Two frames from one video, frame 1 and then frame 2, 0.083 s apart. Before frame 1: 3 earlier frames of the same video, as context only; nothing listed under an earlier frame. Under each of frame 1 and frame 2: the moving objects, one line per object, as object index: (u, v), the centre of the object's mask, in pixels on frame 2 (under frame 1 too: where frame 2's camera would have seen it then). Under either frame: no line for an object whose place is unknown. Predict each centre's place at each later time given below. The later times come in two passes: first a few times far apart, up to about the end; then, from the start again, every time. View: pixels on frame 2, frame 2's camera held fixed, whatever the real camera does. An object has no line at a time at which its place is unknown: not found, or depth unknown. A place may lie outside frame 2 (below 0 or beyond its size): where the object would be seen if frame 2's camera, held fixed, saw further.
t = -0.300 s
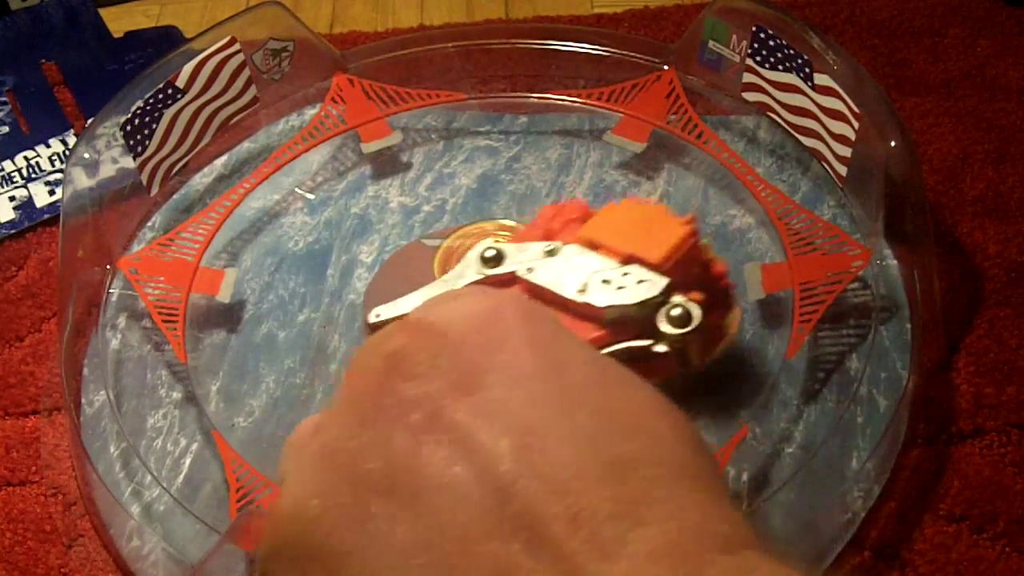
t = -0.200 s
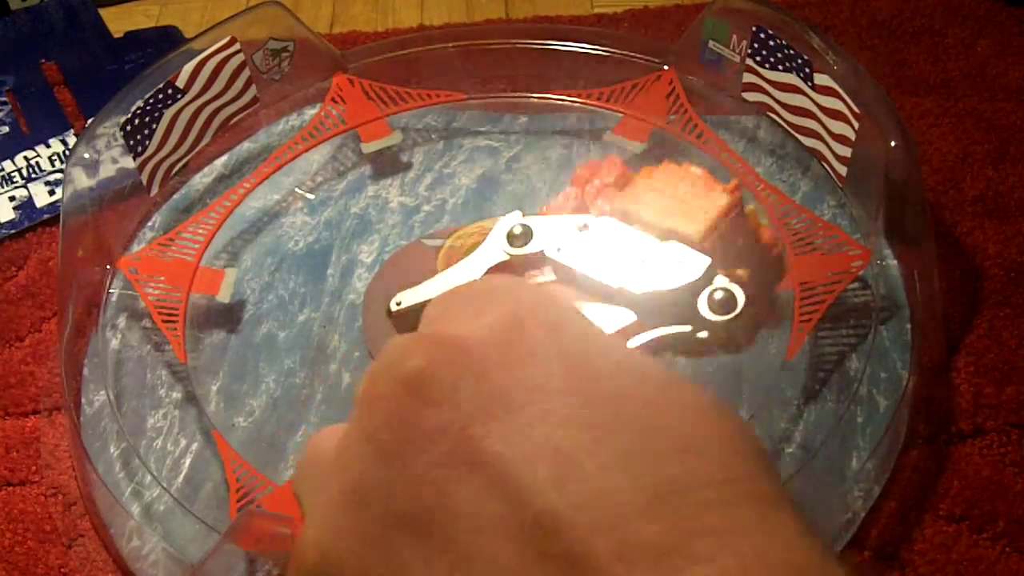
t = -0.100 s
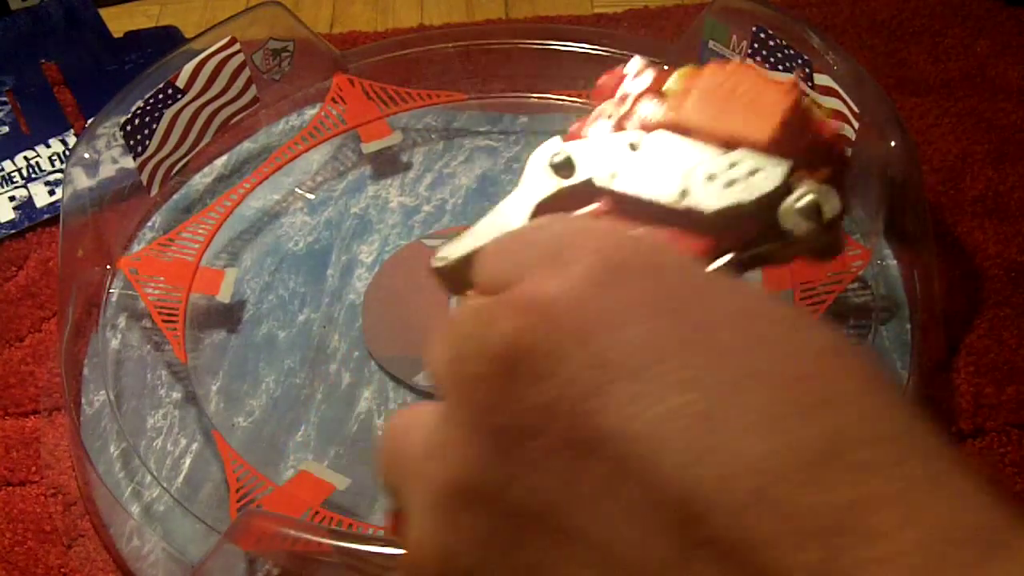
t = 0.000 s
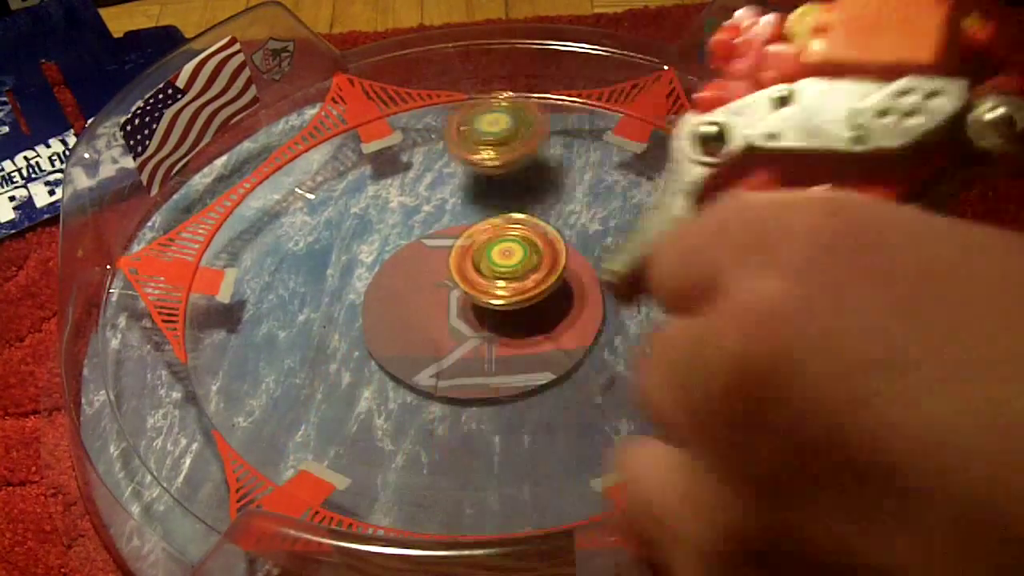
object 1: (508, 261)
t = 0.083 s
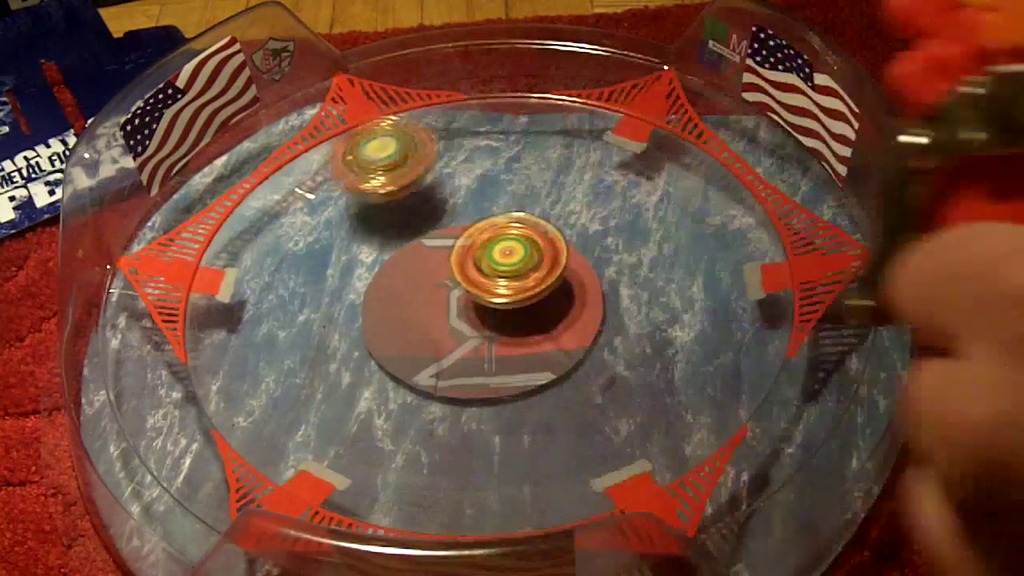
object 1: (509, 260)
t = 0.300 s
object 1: (508, 262)
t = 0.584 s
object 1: (510, 269)
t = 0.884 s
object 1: (515, 277)
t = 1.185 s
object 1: (514, 285)
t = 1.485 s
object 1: (507, 288)
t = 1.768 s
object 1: (496, 292)
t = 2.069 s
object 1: (489, 293)
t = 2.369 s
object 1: (484, 291)
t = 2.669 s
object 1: (479, 286)
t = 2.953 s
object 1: (476, 280)
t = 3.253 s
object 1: (478, 273)
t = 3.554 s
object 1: (482, 270)
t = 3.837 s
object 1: (485, 270)
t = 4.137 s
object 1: (492, 272)
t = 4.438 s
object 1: (494, 276)
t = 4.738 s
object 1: (497, 281)
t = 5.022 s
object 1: (496, 285)
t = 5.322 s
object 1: (494, 287)
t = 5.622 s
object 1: (487, 288)
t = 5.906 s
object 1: (483, 286)
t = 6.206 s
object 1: (480, 283)
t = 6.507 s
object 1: (478, 278)
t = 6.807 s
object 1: (480, 274)
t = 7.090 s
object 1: (482, 273)
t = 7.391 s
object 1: (299, 257)
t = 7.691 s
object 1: (377, 290)
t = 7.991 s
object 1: (390, 360)
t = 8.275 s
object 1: (428, 352)
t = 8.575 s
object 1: (455, 263)
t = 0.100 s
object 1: (509, 260)
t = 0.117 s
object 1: (509, 260)
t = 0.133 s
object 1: (509, 260)
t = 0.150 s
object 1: (509, 260)
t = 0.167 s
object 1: (509, 260)
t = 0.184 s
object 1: (509, 260)
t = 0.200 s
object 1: (509, 260)
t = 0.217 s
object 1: (509, 261)
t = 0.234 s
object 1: (508, 261)
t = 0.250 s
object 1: (509, 261)
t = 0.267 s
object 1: (509, 261)
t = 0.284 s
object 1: (508, 262)
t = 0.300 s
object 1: (508, 262)
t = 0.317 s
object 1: (508, 262)
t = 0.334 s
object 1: (508, 263)
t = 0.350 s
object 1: (508, 263)
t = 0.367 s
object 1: (508, 263)
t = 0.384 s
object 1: (508, 263)
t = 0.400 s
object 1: (508, 264)
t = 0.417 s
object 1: (508, 264)
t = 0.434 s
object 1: (508, 264)
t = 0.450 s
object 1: (508, 265)
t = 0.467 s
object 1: (508, 265)
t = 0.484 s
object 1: (508, 266)
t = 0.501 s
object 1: (508, 266)
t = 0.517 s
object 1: (509, 267)
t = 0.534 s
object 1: (508, 267)
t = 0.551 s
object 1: (509, 267)
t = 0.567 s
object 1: (510, 268)
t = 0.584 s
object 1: (510, 269)
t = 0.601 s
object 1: (510, 269)
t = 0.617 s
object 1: (511, 269)
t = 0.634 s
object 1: (512, 270)
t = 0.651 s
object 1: (512, 270)
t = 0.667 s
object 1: (512, 271)
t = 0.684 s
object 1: (513, 271)
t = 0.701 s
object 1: (513, 272)
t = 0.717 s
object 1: (513, 273)
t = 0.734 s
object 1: (514, 273)
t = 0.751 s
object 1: (514, 273)
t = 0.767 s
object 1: (514, 274)
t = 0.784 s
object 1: (514, 274)
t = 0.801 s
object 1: (514, 275)
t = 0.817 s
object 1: (515, 275)
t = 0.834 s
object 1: (515, 276)
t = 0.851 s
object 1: (515, 277)
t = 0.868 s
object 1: (515, 277)
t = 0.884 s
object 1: (515, 277)
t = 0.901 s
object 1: (515, 278)
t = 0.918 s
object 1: (515, 278)
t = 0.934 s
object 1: (515, 279)
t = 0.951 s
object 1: (516, 279)
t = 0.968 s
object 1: (515, 280)
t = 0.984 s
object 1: (515, 281)
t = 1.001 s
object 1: (515, 281)
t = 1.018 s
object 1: (515, 281)
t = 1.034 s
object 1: (515, 281)
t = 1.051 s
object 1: (515, 282)
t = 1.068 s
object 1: (515, 283)
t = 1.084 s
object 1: (515, 283)
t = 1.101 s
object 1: (515, 284)
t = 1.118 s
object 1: (515, 284)
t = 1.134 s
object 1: (514, 284)
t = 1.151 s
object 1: (514, 285)
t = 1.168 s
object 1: (514, 285)
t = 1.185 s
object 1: (514, 285)
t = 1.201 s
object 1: (513, 286)
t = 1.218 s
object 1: (513, 286)
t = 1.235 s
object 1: (514, 286)
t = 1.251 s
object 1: (513, 286)
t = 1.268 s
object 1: (512, 286)
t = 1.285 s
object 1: (512, 286)
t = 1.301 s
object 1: (512, 286)
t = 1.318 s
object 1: (512, 287)
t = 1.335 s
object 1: (511, 287)
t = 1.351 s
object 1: (510, 287)
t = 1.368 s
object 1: (510, 287)
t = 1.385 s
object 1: (510, 287)
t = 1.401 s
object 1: (510, 287)
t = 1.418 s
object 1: (509, 288)
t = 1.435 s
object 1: (508, 288)
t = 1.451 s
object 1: (508, 288)
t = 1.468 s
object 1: (508, 288)
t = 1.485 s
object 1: (507, 288)
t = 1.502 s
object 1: (506, 288)
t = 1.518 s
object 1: (506, 288)
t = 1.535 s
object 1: (506, 288)
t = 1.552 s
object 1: (506, 288)
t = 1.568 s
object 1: (505, 289)
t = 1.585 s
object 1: (504, 289)
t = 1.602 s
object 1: (504, 289)
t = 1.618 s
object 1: (504, 289)
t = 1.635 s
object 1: (503, 289)
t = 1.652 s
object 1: (502, 290)
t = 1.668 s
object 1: (500, 291)
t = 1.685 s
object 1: (500, 291)
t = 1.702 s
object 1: (499, 292)
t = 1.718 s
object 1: (499, 292)
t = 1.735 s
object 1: (497, 292)
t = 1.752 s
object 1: (496, 292)
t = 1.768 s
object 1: (496, 292)
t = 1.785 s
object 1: (496, 293)
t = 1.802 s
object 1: (496, 293)
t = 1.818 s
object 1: (494, 293)
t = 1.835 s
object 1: (493, 294)
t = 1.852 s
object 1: (493, 294)
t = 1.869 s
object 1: (493, 294)
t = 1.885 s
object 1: (493, 294)
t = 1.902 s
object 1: (492, 294)
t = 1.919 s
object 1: (492, 294)
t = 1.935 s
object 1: (492, 294)
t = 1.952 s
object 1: (492, 294)
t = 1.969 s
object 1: (491, 294)
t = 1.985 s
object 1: (491, 294)
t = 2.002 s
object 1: (490, 294)
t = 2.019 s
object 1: (490, 294)
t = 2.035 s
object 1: (490, 293)
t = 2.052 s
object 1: (490, 293)
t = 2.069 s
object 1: (489, 293)
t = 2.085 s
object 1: (489, 293)
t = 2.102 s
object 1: (488, 293)
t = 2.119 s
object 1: (488, 293)
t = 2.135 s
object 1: (488, 293)
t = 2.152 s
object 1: (488, 293)
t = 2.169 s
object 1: (488, 293)
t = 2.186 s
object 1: (487, 292)
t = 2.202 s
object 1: (486, 292)
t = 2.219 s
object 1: (486, 292)
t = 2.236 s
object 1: (487, 292)
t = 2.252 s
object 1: (486, 292)
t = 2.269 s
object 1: (486, 292)
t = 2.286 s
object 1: (485, 291)
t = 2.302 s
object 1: (485, 291)
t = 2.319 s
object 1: (485, 291)
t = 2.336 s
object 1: (485, 291)
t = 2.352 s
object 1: (484, 291)
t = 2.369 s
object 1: (484, 291)
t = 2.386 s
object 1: (483, 290)
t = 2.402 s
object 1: (483, 290)
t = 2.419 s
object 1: (483, 290)
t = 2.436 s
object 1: (483, 290)
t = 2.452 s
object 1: (483, 289)
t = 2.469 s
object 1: (482, 289)
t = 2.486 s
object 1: (481, 289)
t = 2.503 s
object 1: (481, 288)
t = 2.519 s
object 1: (481, 288)
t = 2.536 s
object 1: (481, 288)
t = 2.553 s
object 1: (481, 288)
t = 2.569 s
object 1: (480, 288)
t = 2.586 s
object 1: (480, 287)
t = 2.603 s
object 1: (479, 287)
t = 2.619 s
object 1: (479, 287)
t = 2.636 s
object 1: (480, 286)
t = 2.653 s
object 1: (480, 286)
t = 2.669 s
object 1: (479, 286)
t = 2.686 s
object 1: (479, 286)
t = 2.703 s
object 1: (478, 285)
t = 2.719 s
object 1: (478, 284)
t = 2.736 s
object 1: (478, 284)
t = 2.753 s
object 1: (478, 284)
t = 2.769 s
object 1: (478, 283)
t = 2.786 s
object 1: (478, 283)
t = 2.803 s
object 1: (477, 283)
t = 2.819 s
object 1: (476, 282)
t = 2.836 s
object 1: (476, 282)
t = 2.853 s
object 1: (477, 282)
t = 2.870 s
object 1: (477, 281)
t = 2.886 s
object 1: (477, 281)
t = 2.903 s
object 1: (477, 281)
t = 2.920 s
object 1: (477, 280)
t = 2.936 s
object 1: (476, 280)
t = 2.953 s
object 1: (476, 280)
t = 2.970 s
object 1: (476, 279)
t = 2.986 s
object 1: (477, 279)
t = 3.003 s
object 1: (477, 278)
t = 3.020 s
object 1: (477, 278)
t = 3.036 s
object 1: (477, 278)
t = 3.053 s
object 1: (477, 278)
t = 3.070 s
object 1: (476, 277)
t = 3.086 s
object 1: (476, 277)
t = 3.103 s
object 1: (477, 276)
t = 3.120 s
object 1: (477, 276)
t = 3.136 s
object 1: (477, 276)
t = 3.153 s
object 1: (477, 275)
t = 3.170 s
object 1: (477, 275)
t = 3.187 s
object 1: (477, 275)
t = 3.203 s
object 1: (477, 274)
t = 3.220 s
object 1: (477, 274)
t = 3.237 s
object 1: (478, 274)
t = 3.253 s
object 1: (478, 273)
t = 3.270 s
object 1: (478, 273)
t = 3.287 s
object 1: (478, 273)
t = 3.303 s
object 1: (478, 273)
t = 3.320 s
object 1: (478, 272)
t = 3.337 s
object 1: (478, 272)
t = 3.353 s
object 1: (478, 272)
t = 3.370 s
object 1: (479, 272)
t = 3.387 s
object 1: (480, 272)
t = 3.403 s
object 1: (480, 271)
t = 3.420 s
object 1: (480, 271)
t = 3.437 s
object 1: (480, 271)
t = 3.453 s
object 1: (480, 271)
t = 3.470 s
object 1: (480, 271)
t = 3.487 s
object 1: (480, 271)
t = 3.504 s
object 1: (481, 270)
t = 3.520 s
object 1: (481, 271)
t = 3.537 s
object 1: (482, 270)
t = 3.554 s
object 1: (482, 270)
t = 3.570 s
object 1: (482, 270)
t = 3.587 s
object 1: (482, 271)
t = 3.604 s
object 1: (482, 271)
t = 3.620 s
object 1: (482, 270)
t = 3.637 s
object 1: (482, 270)
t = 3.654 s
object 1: (482, 270)
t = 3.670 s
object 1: (483, 270)
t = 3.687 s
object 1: (484, 270)
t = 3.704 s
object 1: (484, 270)
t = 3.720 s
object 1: (484, 270)
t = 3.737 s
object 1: (484, 270)
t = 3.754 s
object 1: (485, 270)
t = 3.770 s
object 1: (485, 270)
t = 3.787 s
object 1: (485, 270)
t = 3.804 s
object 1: (485, 270)
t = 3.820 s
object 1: (485, 270)
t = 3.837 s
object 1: (485, 270)
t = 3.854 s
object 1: (486, 270)
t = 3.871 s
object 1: (486, 270)
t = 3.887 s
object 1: (487, 270)
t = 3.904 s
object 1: (487, 270)
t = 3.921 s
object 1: (488, 270)
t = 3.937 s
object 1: (487, 271)
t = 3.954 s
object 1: (488, 271)
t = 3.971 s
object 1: (489, 270)
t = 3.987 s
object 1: (489, 270)
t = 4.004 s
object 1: (489, 270)
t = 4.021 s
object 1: (489, 270)
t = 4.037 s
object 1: (490, 270)
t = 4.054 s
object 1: (491, 271)
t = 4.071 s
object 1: (490, 271)
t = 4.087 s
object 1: (490, 272)
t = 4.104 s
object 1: (490, 272)
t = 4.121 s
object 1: (491, 272)
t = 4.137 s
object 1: (492, 272)
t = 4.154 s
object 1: (492, 272)
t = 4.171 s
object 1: (492, 272)
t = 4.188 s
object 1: (491, 273)
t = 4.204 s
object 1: (491, 273)
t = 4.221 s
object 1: (491, 273)
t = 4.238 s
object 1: (492, 273)
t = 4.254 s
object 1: (493, 273)
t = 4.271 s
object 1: (493, 273)
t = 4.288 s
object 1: (493, 274)
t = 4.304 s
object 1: (493, 274)
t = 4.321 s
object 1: (494, 274)
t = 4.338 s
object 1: (494, 275)
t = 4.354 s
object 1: (494, 275)
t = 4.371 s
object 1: (494, 275)
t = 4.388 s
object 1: (494, 275)
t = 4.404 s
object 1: (494, 276)
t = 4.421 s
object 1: (494, 276)
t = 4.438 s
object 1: (494, 276)
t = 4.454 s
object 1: (494, 276)
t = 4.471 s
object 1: (495, 276)
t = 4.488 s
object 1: (495, 277)
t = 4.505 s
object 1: (496, 277)
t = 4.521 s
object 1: (496, 277)
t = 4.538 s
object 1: (496, 277)
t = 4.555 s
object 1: (496, 278)
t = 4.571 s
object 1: (496, 278)
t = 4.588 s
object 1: (496, 278)
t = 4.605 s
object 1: (496, 279)
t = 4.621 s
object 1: (496, 279)
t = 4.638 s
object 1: (496, 279)
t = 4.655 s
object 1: (496, 280)
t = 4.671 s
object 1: (496, 280)
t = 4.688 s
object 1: (496, 280)
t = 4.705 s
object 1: (496, 280)
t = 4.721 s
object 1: (496, 280)
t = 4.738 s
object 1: (497, 281)
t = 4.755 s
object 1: (497, 281)
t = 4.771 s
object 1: (497, 281)
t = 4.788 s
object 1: (498, 281)
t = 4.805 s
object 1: (498, 282)
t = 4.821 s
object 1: (498, 282)
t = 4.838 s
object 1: (498, 282)
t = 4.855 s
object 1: (498, 282)
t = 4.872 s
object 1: (498, 282)
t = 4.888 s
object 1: (498, 283)
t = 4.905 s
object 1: (498, 283)
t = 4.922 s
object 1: (498, 284)
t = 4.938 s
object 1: (498, 284)
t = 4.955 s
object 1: (497, 284)
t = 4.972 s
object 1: (497, 285)
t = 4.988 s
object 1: (497, 285)
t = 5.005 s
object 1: (496, 285)
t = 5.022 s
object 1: (496, 285)
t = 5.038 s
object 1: (496, 286)
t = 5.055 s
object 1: (496, 286)
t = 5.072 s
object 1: (496, 286)
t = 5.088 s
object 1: (496, 286)
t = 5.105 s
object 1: (496, 286)
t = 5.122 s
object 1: (496, 286)
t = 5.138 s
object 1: (496, 286)
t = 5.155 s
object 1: (495, 286)
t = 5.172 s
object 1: (495, 287)
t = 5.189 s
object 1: (495, 287)
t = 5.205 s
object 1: (495, 287)
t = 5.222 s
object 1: (495, 287)
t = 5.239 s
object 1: (495, 287)
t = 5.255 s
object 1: (495, 287)
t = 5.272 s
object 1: (495, 287)
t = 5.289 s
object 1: (494, 287)
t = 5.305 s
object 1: (494, 287)
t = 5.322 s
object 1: (494, 287)
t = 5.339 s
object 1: (493, 288)
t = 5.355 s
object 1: (493, 288)
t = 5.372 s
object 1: (493, 288)
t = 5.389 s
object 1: (492, 288)
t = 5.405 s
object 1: (492, 288)
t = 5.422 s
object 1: (492, 288)
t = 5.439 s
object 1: (491, 288)
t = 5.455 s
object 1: (491, 288)
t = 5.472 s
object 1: (491, 288)
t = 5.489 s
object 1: (490, 288)
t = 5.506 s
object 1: (490, 288)
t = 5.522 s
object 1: (489, 288)
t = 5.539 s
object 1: (489, 288)
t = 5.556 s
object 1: (488, 288)
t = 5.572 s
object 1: (488, 288)
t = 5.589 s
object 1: (488, 288)
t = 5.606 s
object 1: (487, 288)
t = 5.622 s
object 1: (487, 288)
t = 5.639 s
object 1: (487, 288)
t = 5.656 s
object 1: (486, 287)
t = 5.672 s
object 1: (486, 287)
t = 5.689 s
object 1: (486, 287)
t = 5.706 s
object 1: (485, 287)
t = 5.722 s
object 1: (485, 287)
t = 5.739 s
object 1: (485, 287)
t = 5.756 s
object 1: (485, 287)
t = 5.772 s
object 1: (485, 287)
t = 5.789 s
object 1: (485, 287)
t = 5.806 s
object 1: (484, 287)
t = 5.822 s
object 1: (484, 287)
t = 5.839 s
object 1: (484, 287)
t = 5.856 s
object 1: (484, 286)
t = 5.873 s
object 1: (484, 286)
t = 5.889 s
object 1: (483, 286)
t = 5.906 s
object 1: (483, 286)
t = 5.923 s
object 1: (483, 286)
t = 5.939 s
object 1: (483, 286)
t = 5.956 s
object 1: (482, 286)
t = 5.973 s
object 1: (482, 286)
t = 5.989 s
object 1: (482, 285)
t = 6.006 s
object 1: (482, 285)
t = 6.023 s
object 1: (482, 285)
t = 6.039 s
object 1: (481, 285)
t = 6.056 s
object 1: (481, 285)
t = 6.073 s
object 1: (481, 285)
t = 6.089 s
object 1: (481, 285)
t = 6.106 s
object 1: (481, 284)
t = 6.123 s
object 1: (481, 284)
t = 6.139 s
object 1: (480, 284)
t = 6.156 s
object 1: (480, 284)
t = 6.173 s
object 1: (480, 284)
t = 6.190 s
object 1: (480, 284)
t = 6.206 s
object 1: (480, 283)
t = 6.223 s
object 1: (480, 283)
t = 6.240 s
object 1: (480, 283)
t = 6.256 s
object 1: (479, 283)
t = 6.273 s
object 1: (479, 283)
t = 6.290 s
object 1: (479, 282)
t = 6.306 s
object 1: (479, 282)
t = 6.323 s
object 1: (479, 282)
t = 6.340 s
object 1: (479, 282)
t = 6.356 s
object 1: (479, 281)
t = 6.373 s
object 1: (478, 281)
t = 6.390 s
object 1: (478, 281)
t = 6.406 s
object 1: (478, 280)
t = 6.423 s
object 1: (478, 280)
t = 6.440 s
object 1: (478, 279)
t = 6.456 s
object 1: (478, 279)
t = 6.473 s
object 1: (478, 279)
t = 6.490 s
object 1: (478, 279)
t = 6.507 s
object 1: (478, 278)
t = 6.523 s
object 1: (478, 278)
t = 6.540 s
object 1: (478, 278)
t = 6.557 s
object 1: (478, 278)
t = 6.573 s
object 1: (478, 278)
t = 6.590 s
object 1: (478, 277)
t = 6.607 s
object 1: (478, 277)
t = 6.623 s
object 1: (479, 277)
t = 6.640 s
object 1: (478, 277)
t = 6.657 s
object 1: (479, 276)
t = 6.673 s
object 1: (479, 276)
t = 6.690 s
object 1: (479, 276)
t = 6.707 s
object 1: (479, 276)
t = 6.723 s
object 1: (479, 276)
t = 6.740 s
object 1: (480, 275)
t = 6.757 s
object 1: (480, 275)
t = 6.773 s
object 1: (480, 275)
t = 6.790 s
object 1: (480, 275)
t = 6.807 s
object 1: (480, 274)
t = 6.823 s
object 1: (480, 274)
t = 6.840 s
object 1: (480, 274)
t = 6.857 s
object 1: (481, 274)
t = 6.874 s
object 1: (481, 274)
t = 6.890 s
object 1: (481, 273)
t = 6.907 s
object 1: (481, 273)
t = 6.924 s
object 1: (481, 273)
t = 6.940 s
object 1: (481, 273)
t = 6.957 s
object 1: (481, 273)
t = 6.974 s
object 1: (481, 273)
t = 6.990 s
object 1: (481, 273)
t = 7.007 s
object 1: (481, 273)
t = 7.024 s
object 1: (482, 273)
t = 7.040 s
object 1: (482, 273)
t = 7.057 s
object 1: (482, 273)
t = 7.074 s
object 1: (482, 273)
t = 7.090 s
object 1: (482, 273)
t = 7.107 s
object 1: (483, 273)
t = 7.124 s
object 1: (482, 273)
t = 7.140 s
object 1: (483, 272)
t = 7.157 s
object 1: (483, 272)
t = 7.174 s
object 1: (484, 272)
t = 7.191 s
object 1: (484, 272)
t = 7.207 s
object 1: (481, 271)
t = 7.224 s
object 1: (453, 271)
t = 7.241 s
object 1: (429, 268)
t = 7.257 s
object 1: (406, 267)
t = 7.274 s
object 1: (385, 265)
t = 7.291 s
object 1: (367, 262)
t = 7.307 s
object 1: (350, 261)
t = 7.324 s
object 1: (336, 259)
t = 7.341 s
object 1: (323, 258)
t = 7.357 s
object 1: (313, 257)
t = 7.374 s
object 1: (304, 257)
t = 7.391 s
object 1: (299, 257)
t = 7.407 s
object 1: (296, 258)
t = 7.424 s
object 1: (296, 259)
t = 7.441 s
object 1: (296, 260)
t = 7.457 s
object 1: (298, 262)
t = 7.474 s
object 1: (301, 264)
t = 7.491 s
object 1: (304, 266)
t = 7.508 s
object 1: (307, 269)
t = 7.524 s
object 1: (313, 271)
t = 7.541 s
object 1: (317, 274)
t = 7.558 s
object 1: (323, 276)
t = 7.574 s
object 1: (328, 278)
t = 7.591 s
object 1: (335, 280)
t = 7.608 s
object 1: (342, 283)
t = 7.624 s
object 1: (350, 285)
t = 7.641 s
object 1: (356, 286)
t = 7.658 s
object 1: (363, 288)
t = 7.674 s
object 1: (370, 289)
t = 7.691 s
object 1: (377, 290)
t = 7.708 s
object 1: (384, 291)
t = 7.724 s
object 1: (390, 292)
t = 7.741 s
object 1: (396, 293)
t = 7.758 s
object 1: (402, 293)
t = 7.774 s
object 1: (406, 294)
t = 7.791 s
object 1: (410, 294)
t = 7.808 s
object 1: (414, 294)
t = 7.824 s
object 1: (418, 294)
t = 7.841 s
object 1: (422, 294)
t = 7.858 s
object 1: (416, 305)
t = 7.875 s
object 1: (411, 317)
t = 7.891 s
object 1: (406, 327)
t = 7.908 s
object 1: (400, 335)
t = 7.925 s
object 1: (395, 343)
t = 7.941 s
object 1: (392, 350)
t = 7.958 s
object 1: (390, 354)
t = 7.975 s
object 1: (390, 358)
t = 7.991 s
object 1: (390, 360)
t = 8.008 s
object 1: (391, 361)
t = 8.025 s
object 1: (394, 361)
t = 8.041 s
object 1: (396, 361)
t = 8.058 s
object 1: (399, 360)
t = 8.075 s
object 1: (403, 359)
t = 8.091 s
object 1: (405, 358)
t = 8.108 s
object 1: (408, 357)
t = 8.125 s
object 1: (411, 356)
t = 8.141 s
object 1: (415, 354)
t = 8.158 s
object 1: (419, 353)
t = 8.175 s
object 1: (423, 351)
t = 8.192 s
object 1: (428, 349)
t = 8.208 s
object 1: (431, 347)
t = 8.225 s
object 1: (434, 345)
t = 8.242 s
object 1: (436, 344)
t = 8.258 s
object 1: (439, 343)
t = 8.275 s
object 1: (428, 352)
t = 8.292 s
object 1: (401, 375)
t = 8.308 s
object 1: (370, 396)
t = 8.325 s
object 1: (341, 420)
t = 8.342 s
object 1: (316, 438)
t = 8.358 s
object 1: (289, 453)
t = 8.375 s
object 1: (281, 459)
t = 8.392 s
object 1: (270, 462)
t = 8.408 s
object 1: (277, 446)
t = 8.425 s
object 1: (294, 423)
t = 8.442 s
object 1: (313, 405)
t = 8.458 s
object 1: (329, 393)
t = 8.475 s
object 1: (350, 377)
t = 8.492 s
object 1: (366, 358)
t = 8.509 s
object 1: (385, 339)
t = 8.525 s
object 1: (405, 320)
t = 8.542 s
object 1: (420, 301)
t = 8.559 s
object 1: (438, 279)
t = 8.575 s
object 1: (455, 263)
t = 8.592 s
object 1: (470, 246)
